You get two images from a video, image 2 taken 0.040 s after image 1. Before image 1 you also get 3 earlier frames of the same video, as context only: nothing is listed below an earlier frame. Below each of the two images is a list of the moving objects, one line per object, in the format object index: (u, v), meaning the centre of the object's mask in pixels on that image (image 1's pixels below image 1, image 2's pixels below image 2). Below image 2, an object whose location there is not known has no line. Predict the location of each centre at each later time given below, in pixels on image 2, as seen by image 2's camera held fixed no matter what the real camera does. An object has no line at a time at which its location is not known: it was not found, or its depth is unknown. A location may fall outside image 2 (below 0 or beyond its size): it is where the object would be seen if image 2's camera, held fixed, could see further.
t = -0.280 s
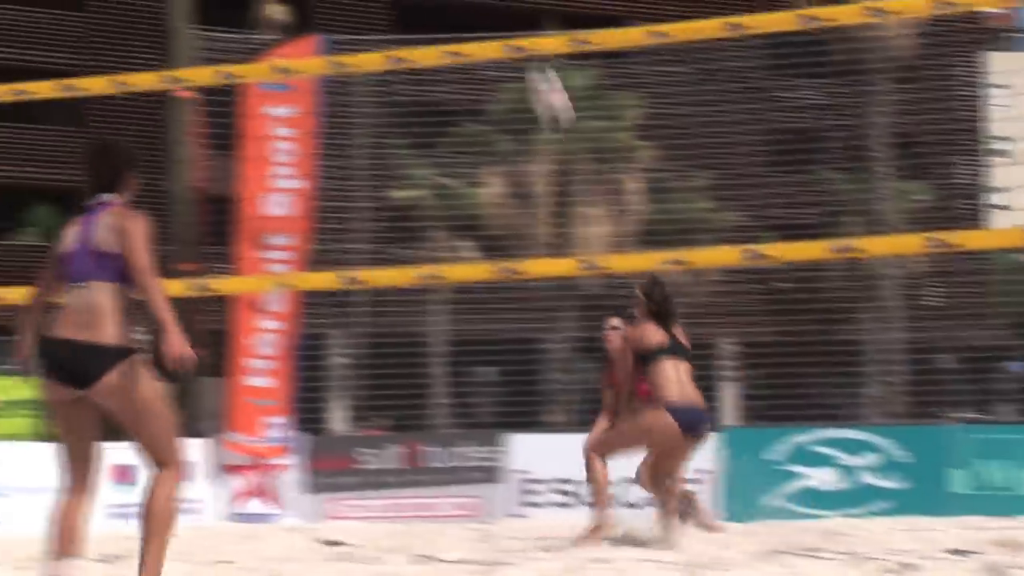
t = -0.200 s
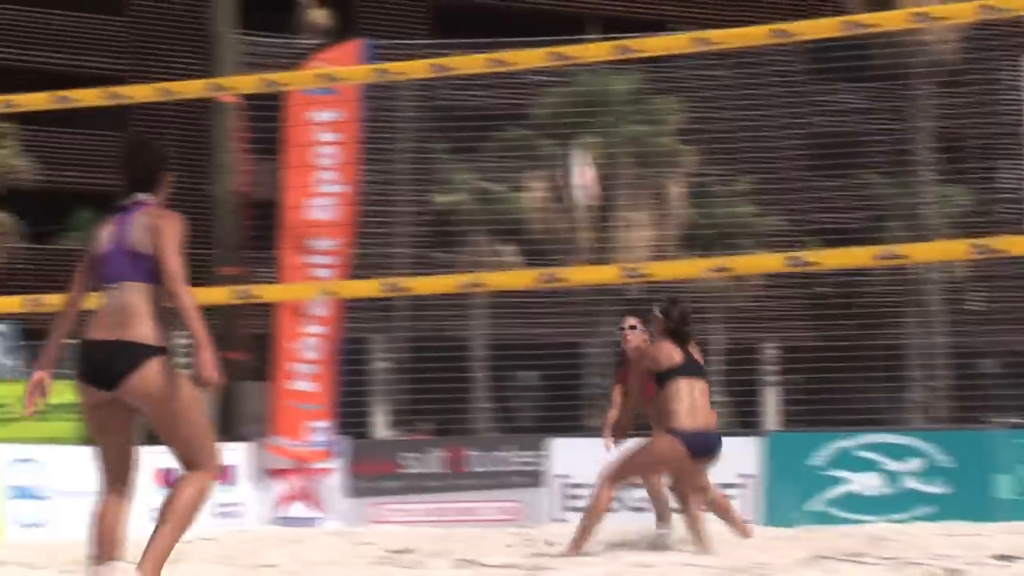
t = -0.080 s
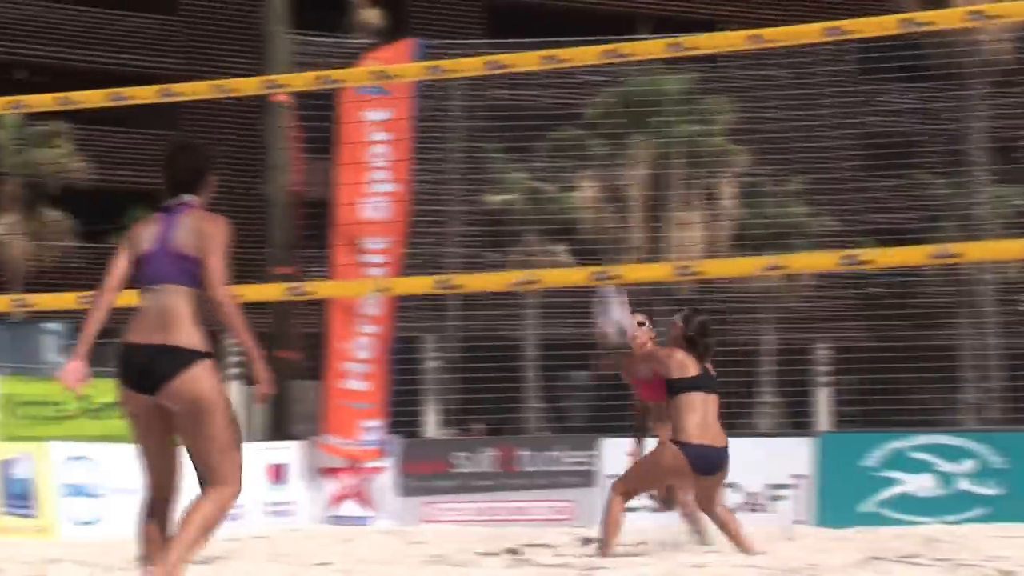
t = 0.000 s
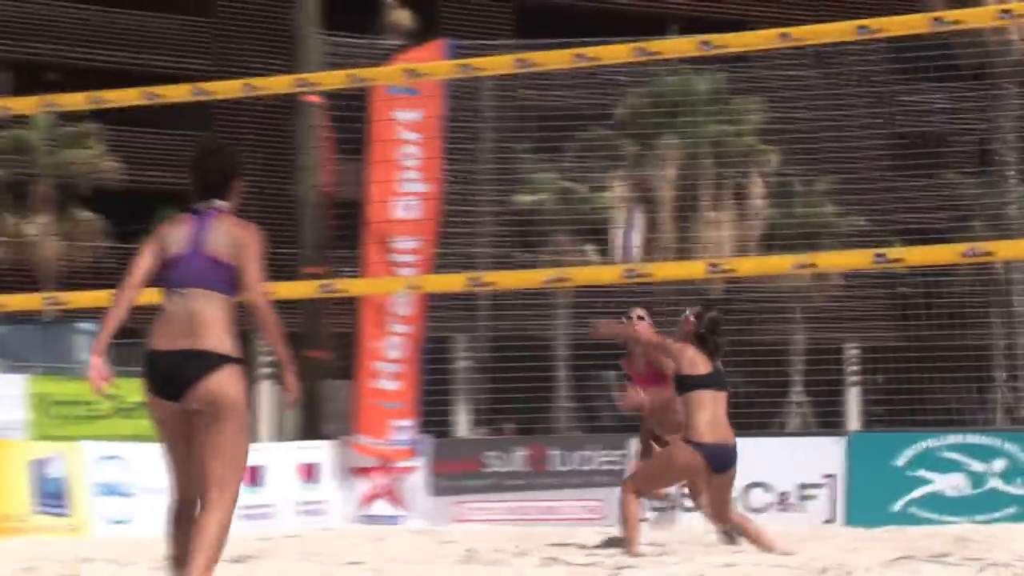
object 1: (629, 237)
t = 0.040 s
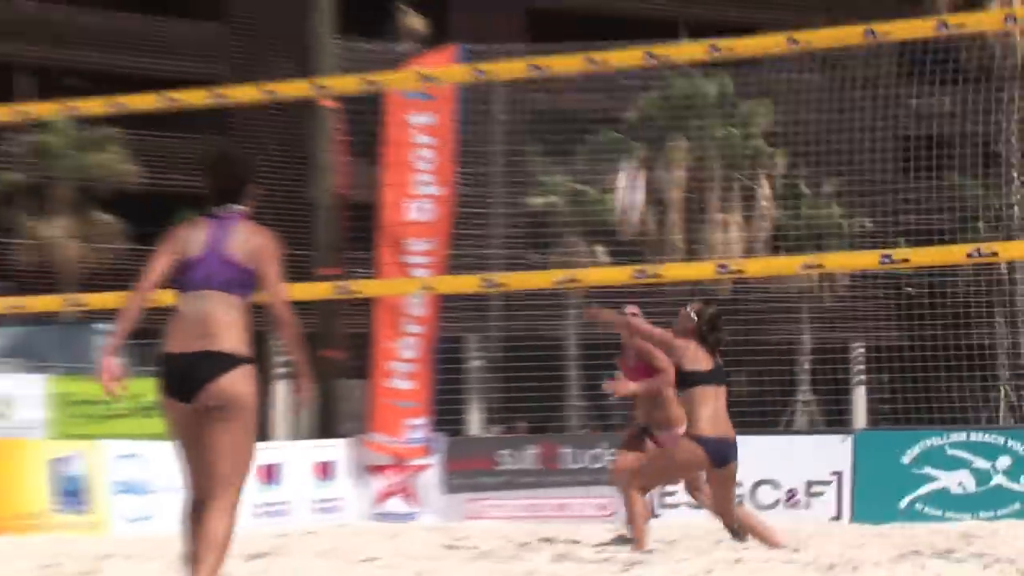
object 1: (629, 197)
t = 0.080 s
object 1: (619, 144)
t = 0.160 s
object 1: (611, 58)
